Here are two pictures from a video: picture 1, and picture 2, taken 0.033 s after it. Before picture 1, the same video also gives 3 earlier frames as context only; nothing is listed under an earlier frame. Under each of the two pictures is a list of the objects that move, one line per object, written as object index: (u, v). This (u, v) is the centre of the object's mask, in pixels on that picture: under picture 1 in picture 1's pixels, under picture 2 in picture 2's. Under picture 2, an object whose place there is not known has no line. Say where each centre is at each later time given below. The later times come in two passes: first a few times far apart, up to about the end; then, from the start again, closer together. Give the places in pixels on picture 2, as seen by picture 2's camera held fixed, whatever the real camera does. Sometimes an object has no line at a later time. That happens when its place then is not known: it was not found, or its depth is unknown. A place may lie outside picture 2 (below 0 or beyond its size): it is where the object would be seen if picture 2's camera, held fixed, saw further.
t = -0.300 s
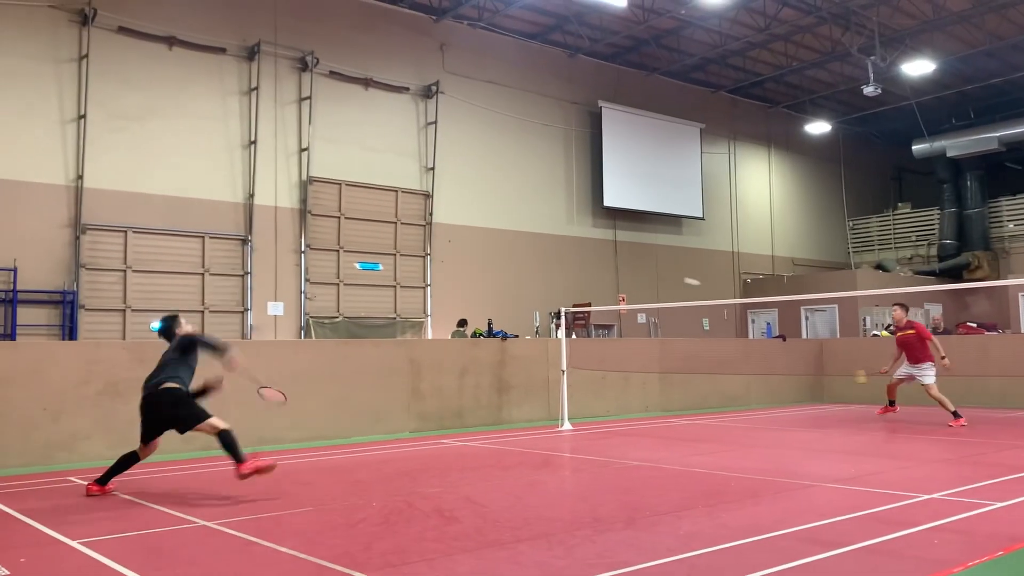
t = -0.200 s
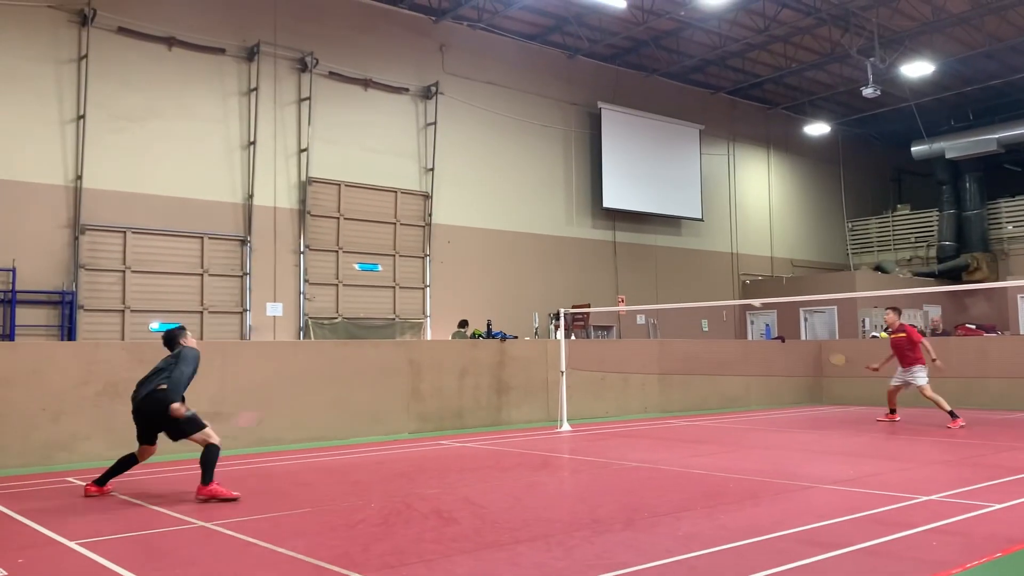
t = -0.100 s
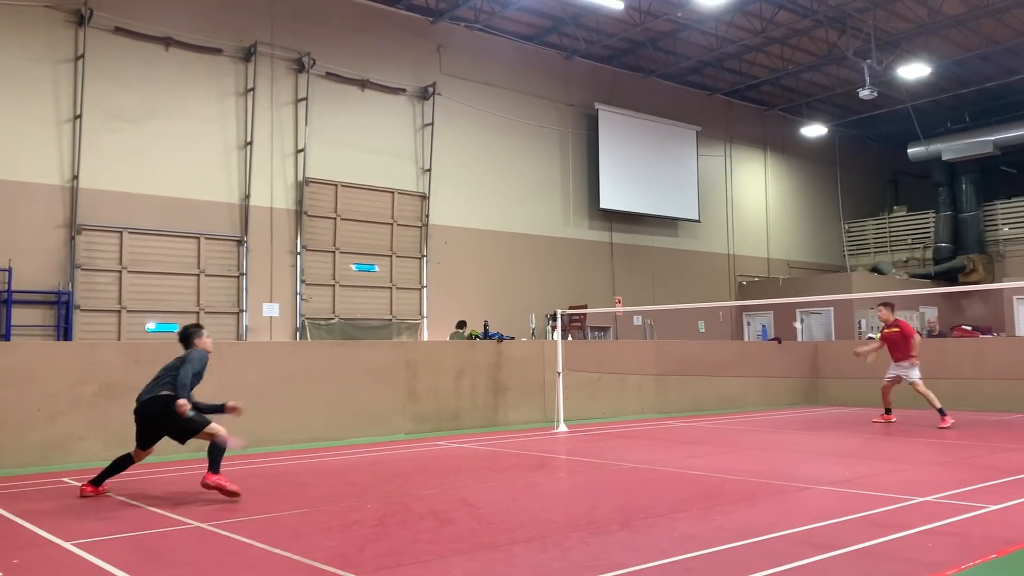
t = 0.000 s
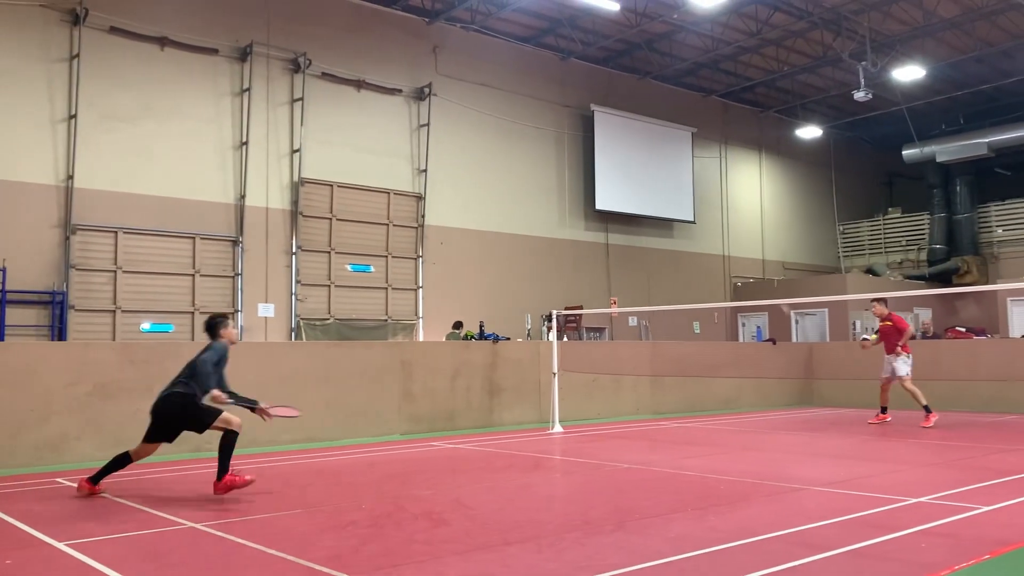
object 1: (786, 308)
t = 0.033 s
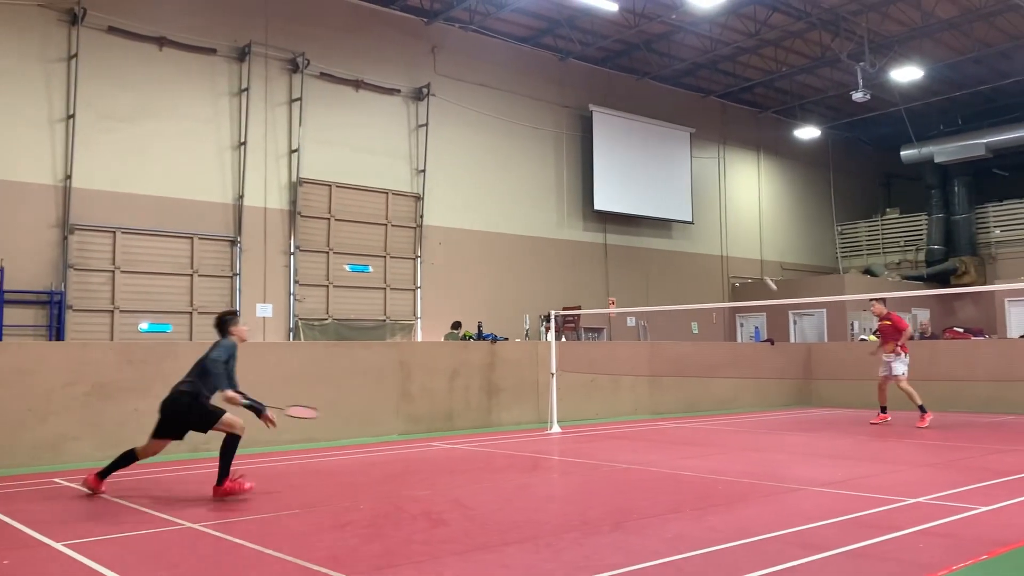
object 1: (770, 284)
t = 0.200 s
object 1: (701, 196)
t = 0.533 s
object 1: (584, 123)
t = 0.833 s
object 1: (475, 177)
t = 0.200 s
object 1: (701, 196)
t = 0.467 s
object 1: (607, 127)
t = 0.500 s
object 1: (595, 124)
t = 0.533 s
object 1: (584, 123)
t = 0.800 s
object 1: (487, 165)
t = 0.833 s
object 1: (475, 177)
